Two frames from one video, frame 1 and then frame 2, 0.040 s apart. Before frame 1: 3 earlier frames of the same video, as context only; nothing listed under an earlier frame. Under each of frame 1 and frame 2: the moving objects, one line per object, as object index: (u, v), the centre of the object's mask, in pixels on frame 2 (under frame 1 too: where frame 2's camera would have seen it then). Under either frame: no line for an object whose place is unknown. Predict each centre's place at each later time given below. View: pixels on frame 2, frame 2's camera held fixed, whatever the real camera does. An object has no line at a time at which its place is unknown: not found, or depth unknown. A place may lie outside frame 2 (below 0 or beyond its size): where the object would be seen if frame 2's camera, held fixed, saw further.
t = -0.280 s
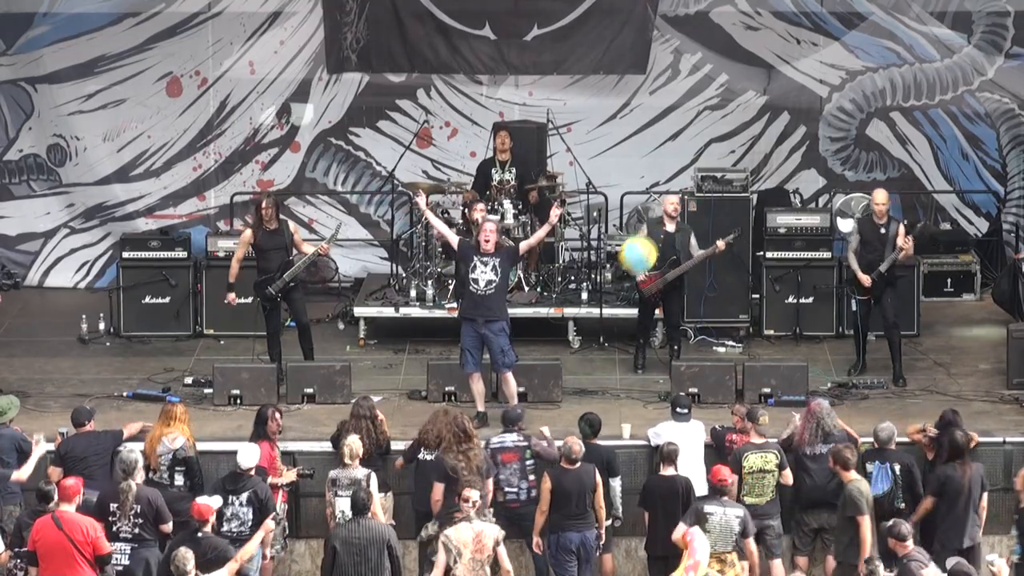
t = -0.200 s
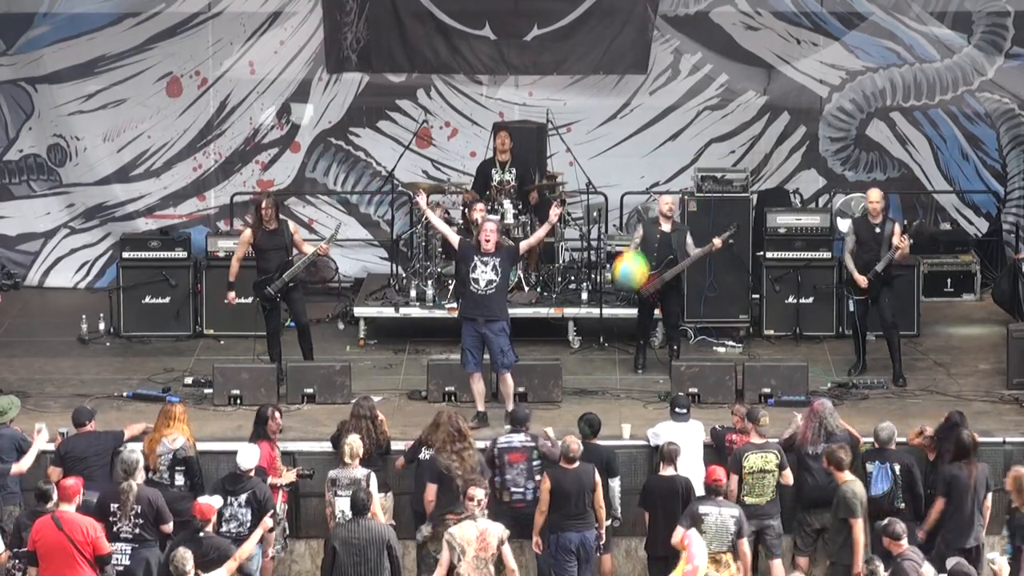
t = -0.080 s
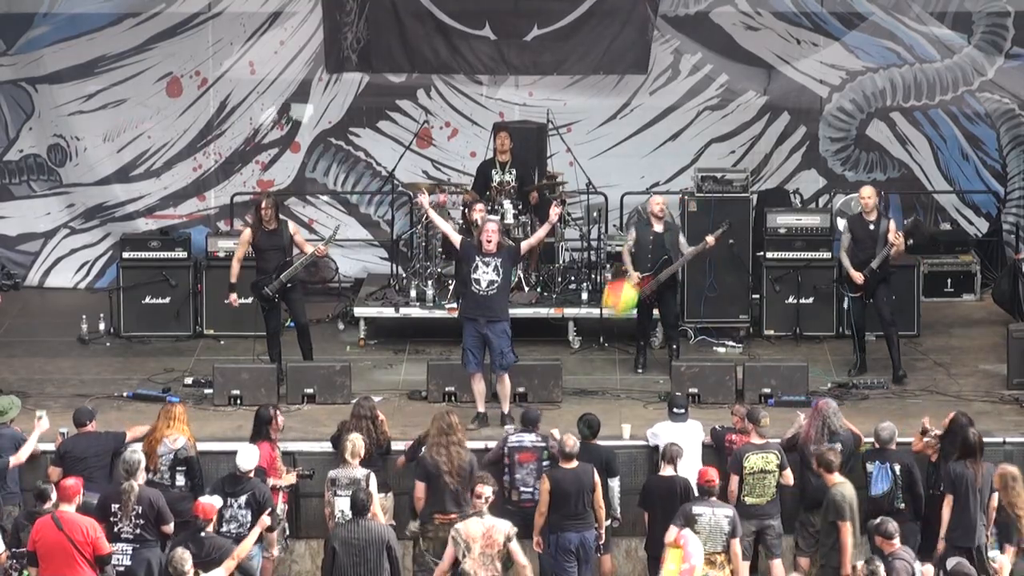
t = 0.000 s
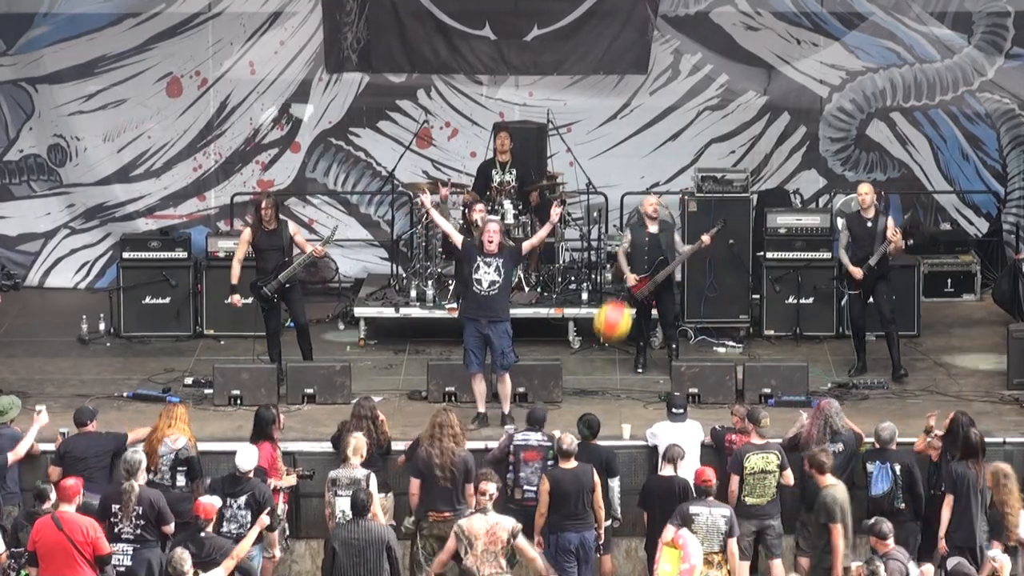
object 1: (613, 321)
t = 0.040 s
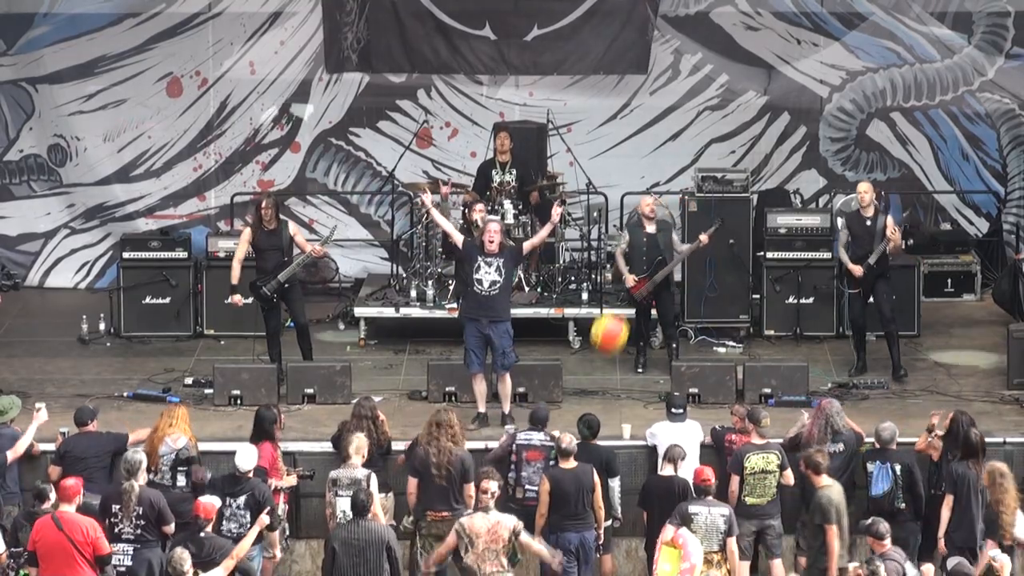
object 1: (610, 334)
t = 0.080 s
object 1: (606, 345)
